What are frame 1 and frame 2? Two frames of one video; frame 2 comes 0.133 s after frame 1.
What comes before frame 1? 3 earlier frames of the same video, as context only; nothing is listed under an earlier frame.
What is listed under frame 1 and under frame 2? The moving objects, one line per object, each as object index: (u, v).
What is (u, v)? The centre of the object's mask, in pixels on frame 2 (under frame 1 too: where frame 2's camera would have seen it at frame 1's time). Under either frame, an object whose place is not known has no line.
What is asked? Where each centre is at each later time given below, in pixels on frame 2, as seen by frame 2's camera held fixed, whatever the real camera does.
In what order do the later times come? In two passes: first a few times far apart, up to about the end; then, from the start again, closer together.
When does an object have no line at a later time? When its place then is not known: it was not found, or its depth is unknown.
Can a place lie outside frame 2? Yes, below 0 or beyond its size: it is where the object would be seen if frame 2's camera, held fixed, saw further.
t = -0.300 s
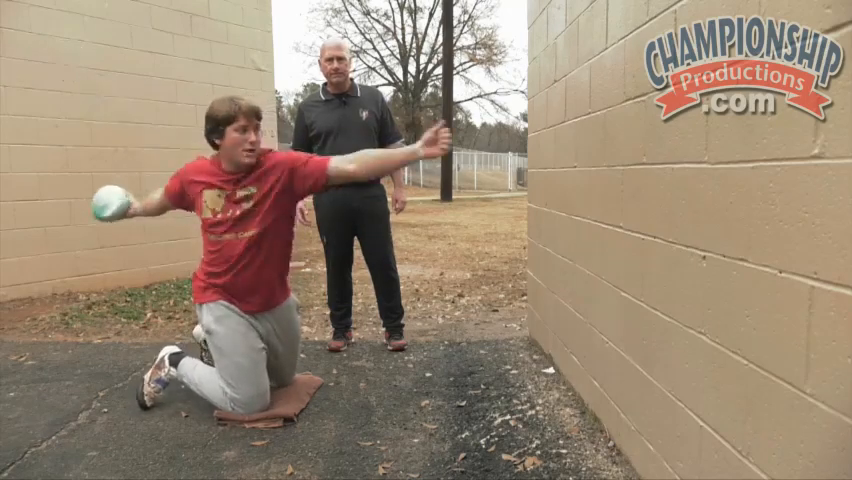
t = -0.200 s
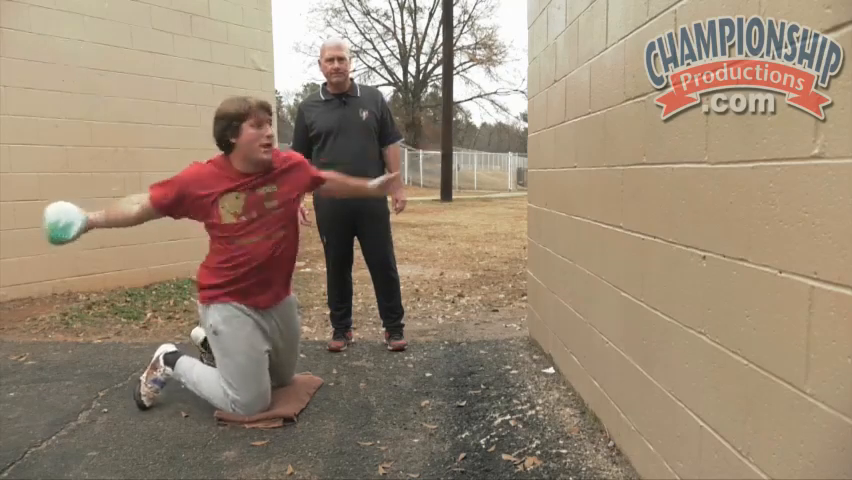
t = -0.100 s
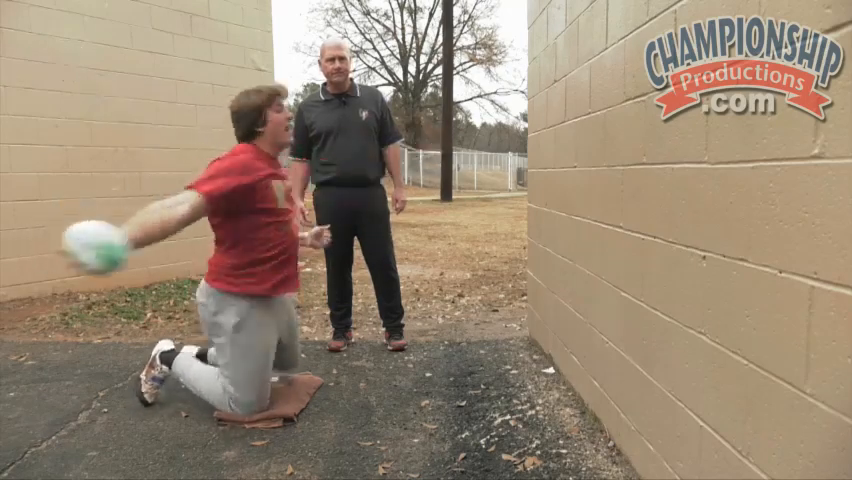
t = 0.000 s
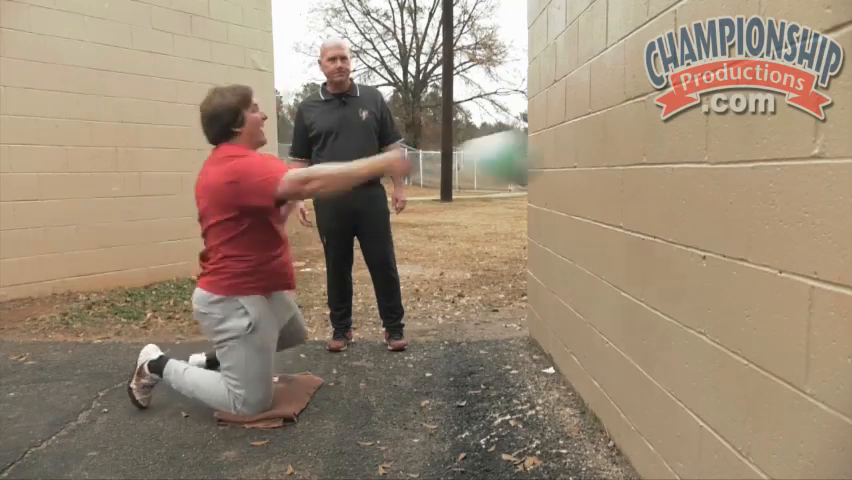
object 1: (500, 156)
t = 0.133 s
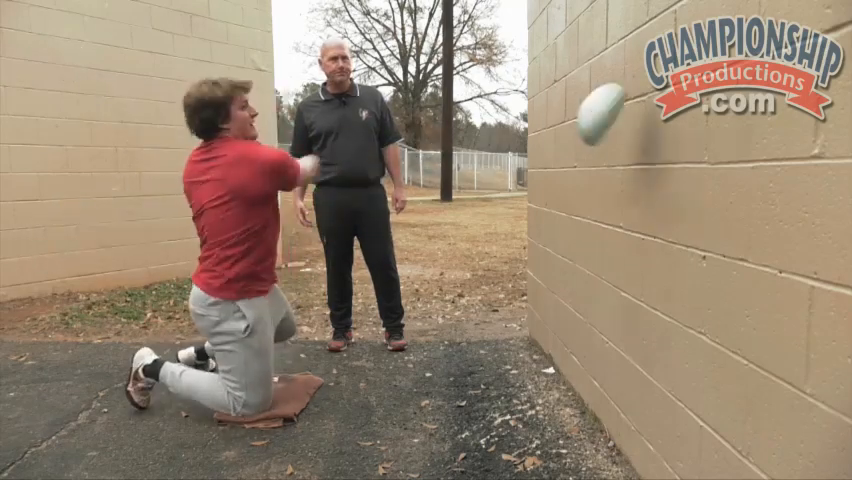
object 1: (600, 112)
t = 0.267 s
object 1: (543, 150)
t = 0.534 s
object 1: (441, 367)
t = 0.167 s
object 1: (586, 116)
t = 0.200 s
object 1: (572, 124)
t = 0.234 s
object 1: (558, 135)
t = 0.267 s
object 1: (543, 150)
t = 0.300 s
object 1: (529, 167)
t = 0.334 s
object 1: (515, 187)
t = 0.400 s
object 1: (488, 237)
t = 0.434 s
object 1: (475, 265)
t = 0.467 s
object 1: (463, 297)
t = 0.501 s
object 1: (452, 332)
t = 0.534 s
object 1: (441, 367)
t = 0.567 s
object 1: (431, 406)
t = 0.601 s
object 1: (423, 445)
